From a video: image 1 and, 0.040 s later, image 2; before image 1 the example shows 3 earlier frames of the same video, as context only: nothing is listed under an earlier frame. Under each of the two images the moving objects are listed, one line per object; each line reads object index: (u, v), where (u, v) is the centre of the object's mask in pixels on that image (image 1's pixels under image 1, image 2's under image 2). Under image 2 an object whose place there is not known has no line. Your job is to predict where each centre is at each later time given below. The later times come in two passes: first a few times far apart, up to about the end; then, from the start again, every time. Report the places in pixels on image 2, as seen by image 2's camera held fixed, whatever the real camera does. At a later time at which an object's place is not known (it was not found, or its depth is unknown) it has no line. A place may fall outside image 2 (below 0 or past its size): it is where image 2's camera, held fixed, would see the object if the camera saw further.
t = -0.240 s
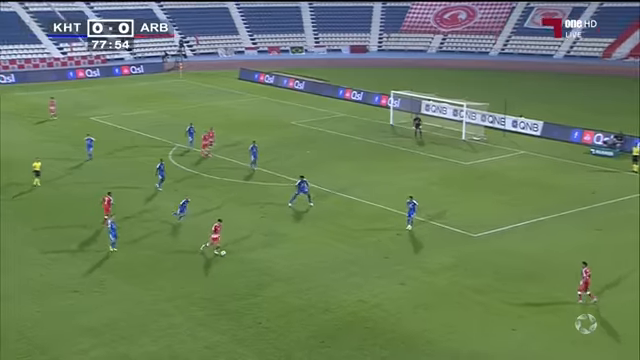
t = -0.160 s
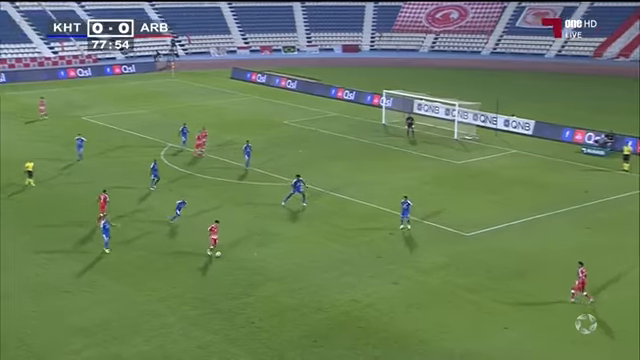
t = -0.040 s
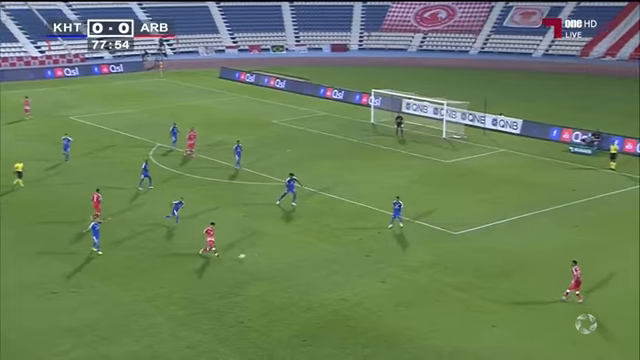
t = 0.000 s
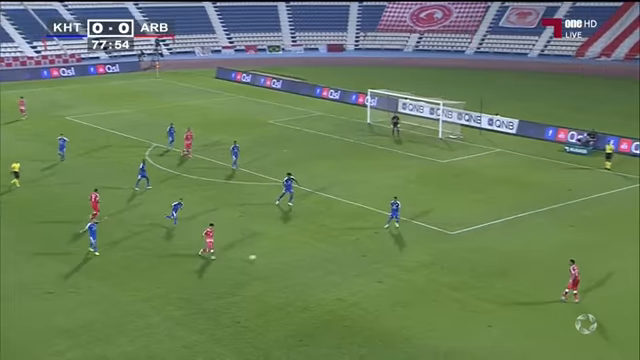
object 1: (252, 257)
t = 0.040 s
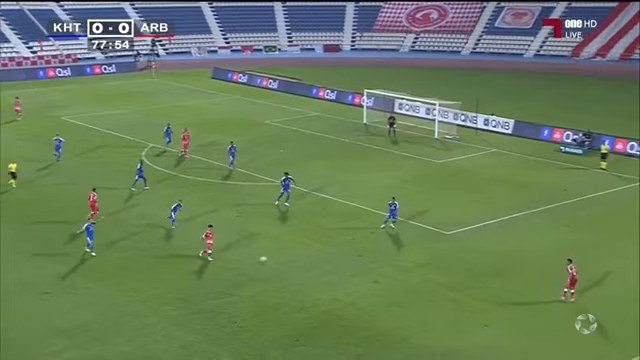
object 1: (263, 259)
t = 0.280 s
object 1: (343, 267)
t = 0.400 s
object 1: (379, 269)
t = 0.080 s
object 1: (276, 260)
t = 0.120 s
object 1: (291, 263)
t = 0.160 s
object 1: (304, 263)
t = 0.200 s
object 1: (317, 264)
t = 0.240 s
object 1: (330, 266)
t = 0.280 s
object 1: (343, 267)
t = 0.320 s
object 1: (355, 268)
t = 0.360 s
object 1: (366, 268)
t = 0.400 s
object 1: (379, 269)
